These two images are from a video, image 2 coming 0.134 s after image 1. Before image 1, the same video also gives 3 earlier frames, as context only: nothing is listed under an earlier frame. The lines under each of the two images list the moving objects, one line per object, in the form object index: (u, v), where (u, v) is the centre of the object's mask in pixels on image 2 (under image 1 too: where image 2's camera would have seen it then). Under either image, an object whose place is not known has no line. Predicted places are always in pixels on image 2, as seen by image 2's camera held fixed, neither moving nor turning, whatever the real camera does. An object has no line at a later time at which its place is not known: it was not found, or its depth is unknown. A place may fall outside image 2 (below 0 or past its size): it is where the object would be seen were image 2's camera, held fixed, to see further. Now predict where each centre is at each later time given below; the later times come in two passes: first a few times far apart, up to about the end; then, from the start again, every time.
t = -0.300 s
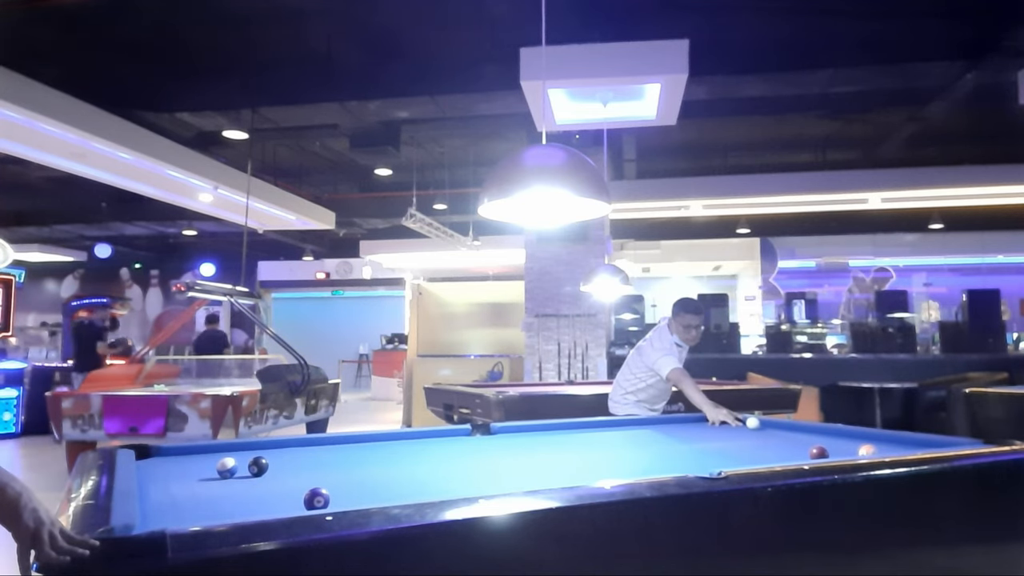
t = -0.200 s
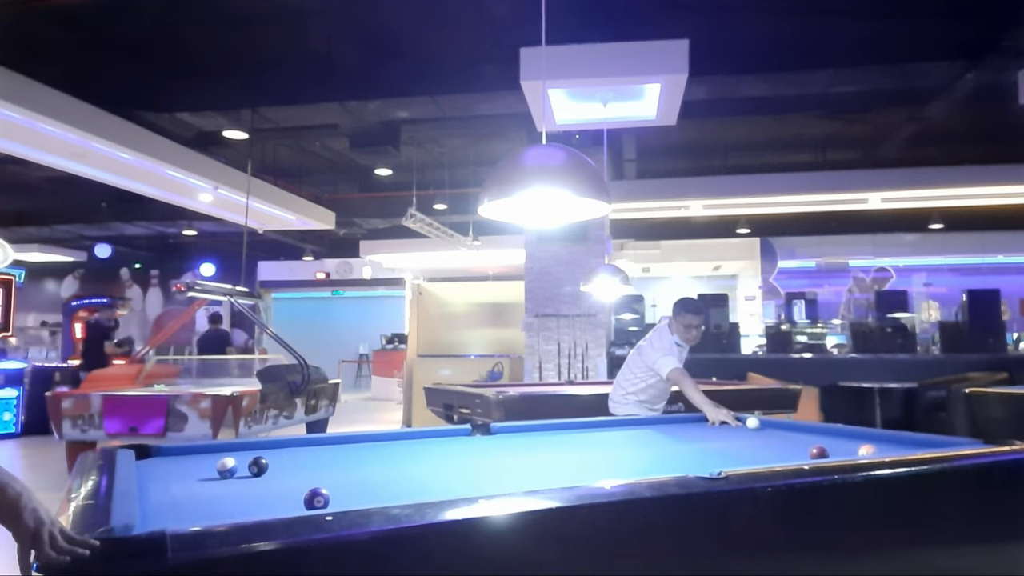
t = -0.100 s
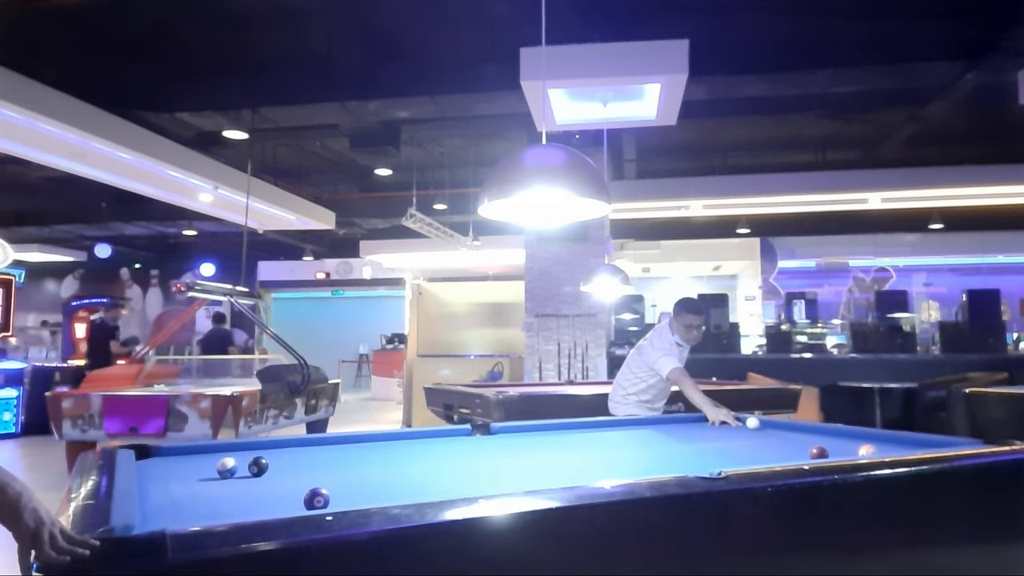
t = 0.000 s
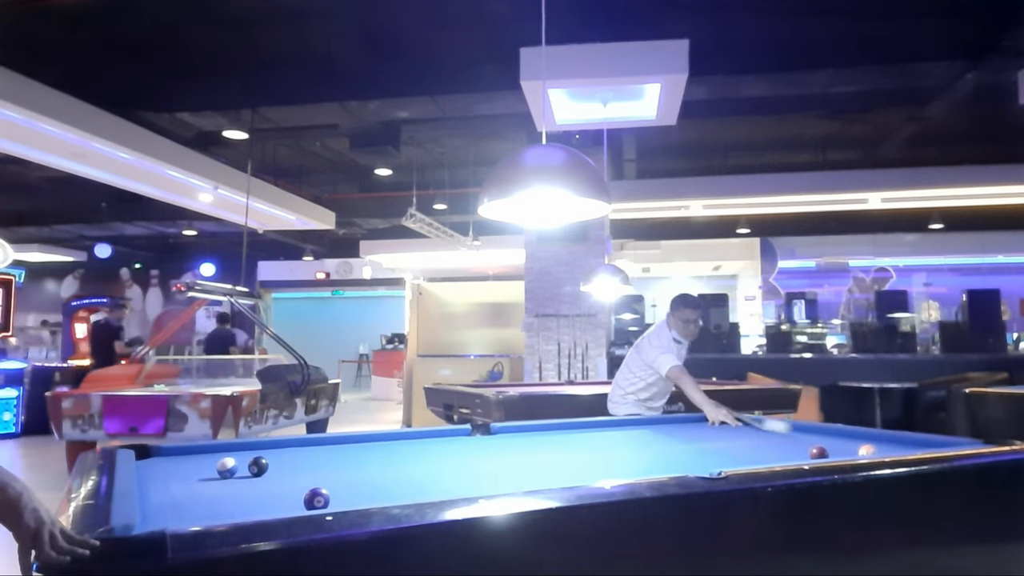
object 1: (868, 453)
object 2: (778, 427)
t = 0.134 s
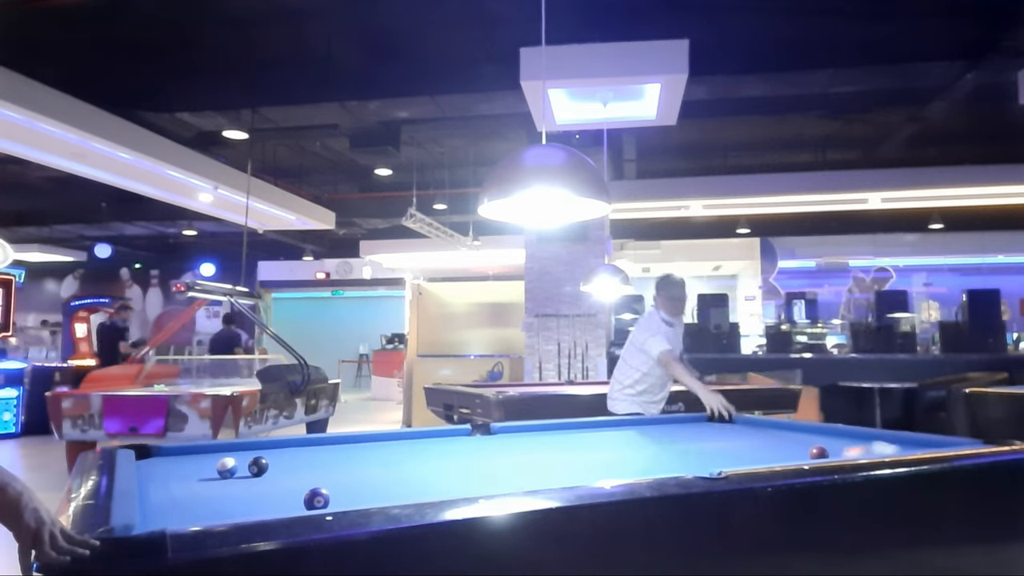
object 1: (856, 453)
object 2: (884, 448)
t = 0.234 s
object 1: (794, 457)
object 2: (822, 440)
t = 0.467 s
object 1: (659, 464)
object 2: (717, 425)
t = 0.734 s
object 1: (498, 477)
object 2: (698, 422)
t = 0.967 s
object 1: (341, 486)
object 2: (751, 428)
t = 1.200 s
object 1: (160, 496)
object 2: (813, 438)
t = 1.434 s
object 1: (264, 482)
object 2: (888, 447)
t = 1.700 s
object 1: (365, 467)
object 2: (867, 445)
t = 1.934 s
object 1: (435, 457)
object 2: (818, 440)
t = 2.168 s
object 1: (493, 449)
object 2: (777, 435)
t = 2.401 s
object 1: (542, 442)
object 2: (741, 430)
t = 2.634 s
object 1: (584, 436)
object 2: (710, 426)
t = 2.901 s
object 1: (624, 431)
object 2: (679, 423)
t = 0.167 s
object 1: (838, 454)
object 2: (862, 444)
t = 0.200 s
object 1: (816, 455)
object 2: (841, 440)
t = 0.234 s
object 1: (794, 457)
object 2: (822, 440)
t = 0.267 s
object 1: (773, 458)
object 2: (803, 438)
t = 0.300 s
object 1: (753, 459)
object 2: (787, 436)
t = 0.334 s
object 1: (733, 460)
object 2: (771, 434)
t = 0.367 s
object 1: (716, 461)
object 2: (756, 431)
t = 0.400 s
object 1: (697, 465)
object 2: (743, 429)
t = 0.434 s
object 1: (678, 464)
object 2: (729, 427)
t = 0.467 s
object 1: (659, 464)
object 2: (717, 425)
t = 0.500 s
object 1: (640, 465)
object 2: (705, 424)
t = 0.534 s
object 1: (621, 467)
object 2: (693, 422)
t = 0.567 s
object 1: (602, 469)
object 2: (682, 420)
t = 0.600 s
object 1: (582, 470)
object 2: (673, 419)
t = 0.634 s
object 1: (561, 472)
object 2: (677, 419)
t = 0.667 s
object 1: (540, 474)
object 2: (684, 420)
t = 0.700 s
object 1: (519, 475)
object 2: (691, 421)
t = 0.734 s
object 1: (498, 477)
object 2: (698, 422)
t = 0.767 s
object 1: (476, 478)
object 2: (706, 423)
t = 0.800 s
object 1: (454, 480)
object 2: (713, 424)
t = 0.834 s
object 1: (432, 481)
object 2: (720, 425)
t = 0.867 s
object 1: (411, 482)
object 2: (727, 425)
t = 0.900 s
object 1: (387, 483)
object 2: (735, 427)
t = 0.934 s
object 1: (364, 485)
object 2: (743, 428)
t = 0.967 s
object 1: (341, 486)
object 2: (751, 428)
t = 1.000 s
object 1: (315, 484)
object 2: (759, 430)
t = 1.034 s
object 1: (289, 489)
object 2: (767, 431)
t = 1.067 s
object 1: (266, 489)
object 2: (776, 432)
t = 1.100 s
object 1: (239, 492)
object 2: (785, 433)
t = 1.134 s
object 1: (213, 493)
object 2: (794, 435)
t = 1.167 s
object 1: (187, 495)
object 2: (804, 436)
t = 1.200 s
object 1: (160, 496)
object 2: (813, 438)
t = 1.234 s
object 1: (165, 493)
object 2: (823, 439)
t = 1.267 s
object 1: (185, 492)
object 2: (833, 440)
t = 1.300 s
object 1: (202, 490)
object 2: (844, 442)
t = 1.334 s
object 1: (218, 488)
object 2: (855, 443)
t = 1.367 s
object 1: (234, 486)
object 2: (866, 445)
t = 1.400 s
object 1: (248, 484)
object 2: (877, 445)
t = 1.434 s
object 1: (264, 482)
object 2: (888, 447)
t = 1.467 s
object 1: (277, 479)
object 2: (901, 448)
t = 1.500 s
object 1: (291, 478)
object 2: (912, 448)
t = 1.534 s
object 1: (304, 476)
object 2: (905, 448)
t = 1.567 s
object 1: (318, 473)
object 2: (897, 447)
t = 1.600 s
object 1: (330, 472)
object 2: (889, 447)
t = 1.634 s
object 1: (342, 471)
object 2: (881, 446)
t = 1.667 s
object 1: (353, 469)
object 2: (874, 446)
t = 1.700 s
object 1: (365, 467)
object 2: (867, 445)
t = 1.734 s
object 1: (376, 465)
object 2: (860, 445)
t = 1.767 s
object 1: (386, 464)
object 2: (852, 444)
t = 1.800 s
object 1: (396, 463)
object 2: (845, 443)
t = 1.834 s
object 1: (407, 461)
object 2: (838, 442)
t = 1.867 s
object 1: (417, 459)
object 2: (832, 441)
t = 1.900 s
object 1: (426, 458)
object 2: (825, 440)
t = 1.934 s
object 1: (435, 457)
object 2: (818, 440)
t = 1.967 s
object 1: (444, 456)
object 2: (812, 439)
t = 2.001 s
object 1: (453, 454)
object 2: (806, 439)
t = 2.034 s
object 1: (461, 453)
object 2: (800, 438)
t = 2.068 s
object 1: (469, 452)
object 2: (794, 437)
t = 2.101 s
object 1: (477, 451)
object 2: (789, 436)
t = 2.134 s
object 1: (485, 450)
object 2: (783, 435)
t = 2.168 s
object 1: (493, 449)
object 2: (777, 435)
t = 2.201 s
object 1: (500, 448)
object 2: (772, 434)
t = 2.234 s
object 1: (508, 446)
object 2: (767, 433)
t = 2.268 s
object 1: (514, 446)
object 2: (761, 433)
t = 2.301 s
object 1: (521, 445)
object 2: (756, 432)
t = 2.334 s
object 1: (528, 444)
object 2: (751, 431)
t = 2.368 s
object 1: (535, 443)
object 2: (746, 431)
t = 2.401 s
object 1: (542, 442)
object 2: (741, 430)
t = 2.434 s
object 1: (548, 441)
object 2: (737, 429)
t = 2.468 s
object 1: (554, 440)
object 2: (732, 429)
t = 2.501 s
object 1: (560, 439)
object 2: (727, 428)
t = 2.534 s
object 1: (566, 438)
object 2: (722, 428)
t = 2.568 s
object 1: (572, 438)
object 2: (718, 427)
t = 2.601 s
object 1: (578, 437)
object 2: (714, 427)
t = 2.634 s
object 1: (584, 436)
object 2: (710, 426)
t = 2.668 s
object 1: (589, 436)
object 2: (705, 426)
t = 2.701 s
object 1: (594, 435)
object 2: (702, 426)
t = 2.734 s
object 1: (600, 434)
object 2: (698, 425)
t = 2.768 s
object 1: (605, 434)
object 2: (694, 425)
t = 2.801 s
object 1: (610, 433)
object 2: (690, 424)
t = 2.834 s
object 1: (615, 432)
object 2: (686, 424)
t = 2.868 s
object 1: (620, 432)
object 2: (682, 423)
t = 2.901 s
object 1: (624, 431)
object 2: (679, 423)
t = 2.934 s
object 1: (630, 431)
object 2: (675, 422)
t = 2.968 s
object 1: (634, 430)
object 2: (672, 422)
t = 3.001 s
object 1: (639, 429)
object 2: (668, 421)
